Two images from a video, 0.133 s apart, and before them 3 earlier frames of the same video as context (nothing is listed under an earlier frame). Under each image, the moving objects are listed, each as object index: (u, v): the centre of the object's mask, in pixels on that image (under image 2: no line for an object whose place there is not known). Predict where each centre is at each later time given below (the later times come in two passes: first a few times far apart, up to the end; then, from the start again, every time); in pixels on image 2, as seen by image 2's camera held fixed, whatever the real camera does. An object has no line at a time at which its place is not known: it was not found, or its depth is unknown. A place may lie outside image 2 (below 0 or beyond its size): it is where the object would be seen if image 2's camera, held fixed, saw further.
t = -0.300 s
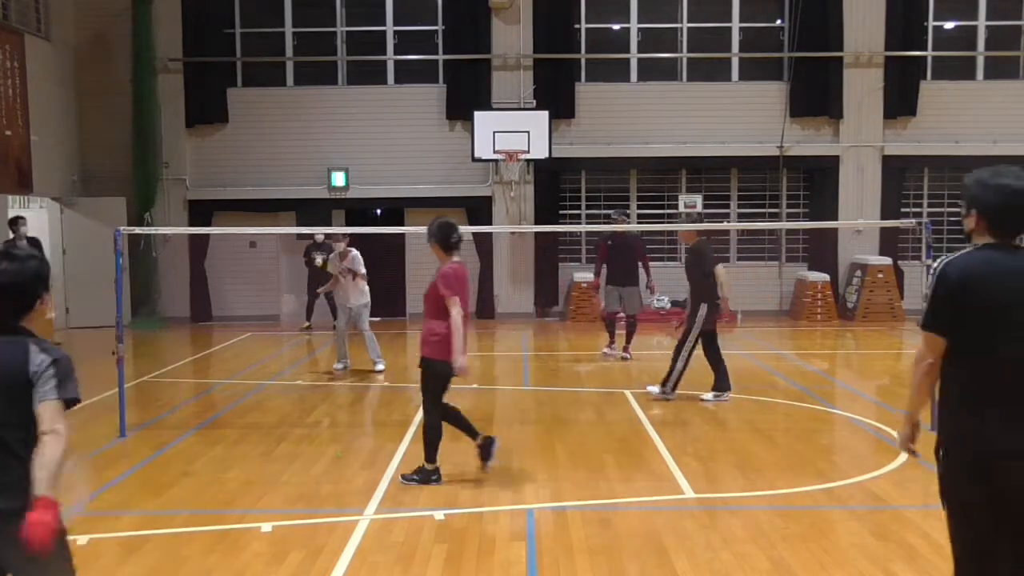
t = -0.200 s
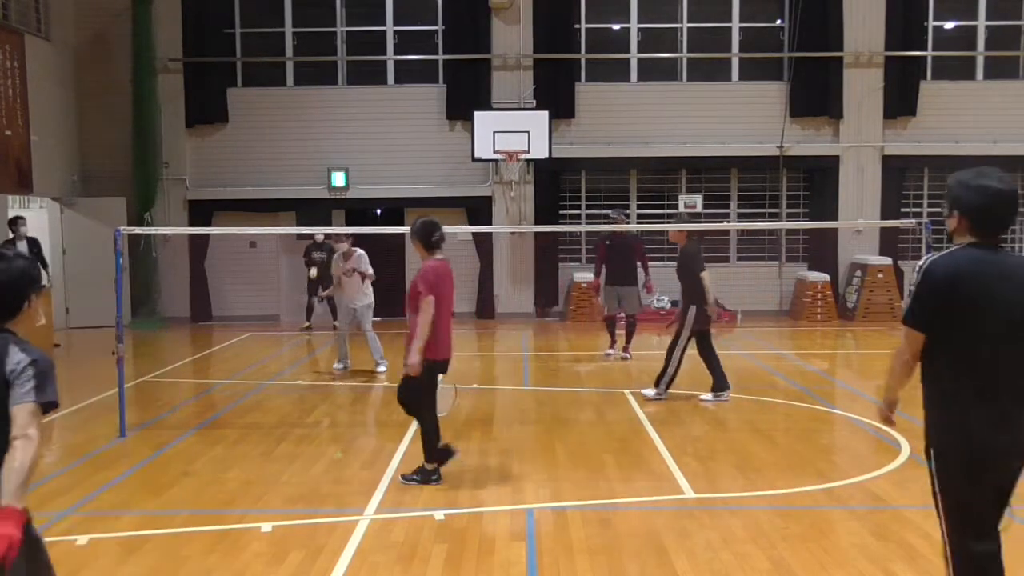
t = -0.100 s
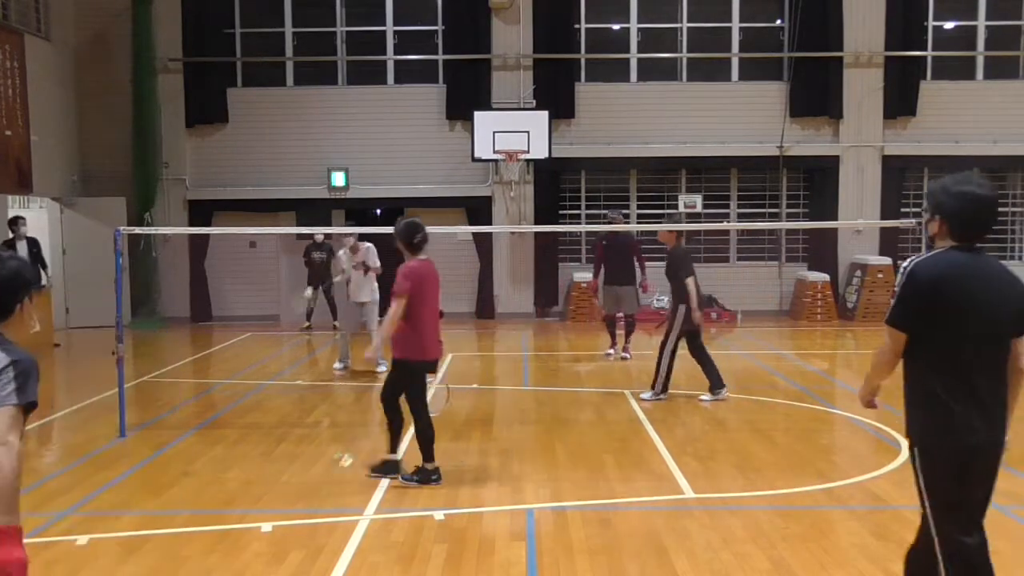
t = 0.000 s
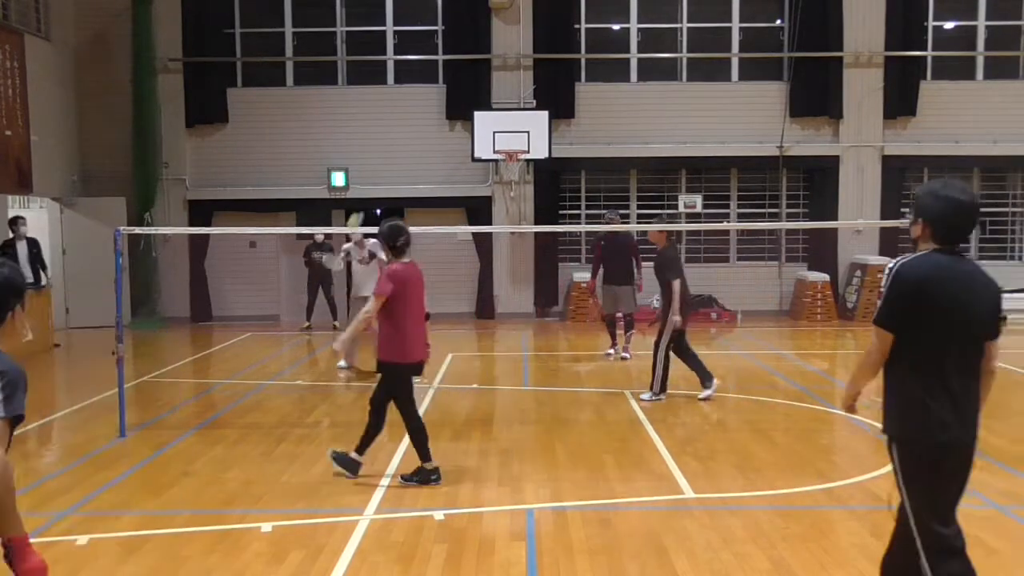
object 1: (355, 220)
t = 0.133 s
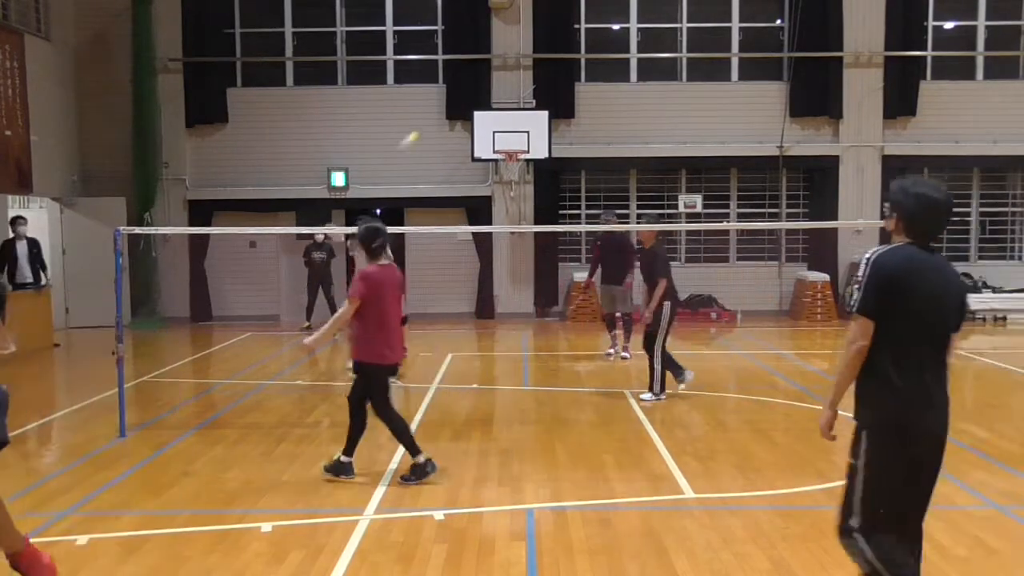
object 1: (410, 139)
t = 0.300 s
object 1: (476, 79)
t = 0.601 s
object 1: (590, 72)
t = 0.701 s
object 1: (624, 106)
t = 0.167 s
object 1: (424, 123)
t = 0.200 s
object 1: (438, 109)
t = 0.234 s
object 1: (451, 97)
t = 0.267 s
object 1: (464, 87)
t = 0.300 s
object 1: (476, 79)
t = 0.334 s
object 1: (490, 71)
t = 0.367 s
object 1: (504, 64)
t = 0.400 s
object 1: (517, 60)
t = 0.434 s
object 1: (530, 57)
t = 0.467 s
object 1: (542, 57)
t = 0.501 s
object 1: (553, 58)
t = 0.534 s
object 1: (566, 61)
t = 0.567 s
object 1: (577, 66)
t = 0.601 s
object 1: (590, 72)
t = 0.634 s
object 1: (601, 80)
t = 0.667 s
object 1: (612, 92)
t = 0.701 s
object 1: (624, 106)
